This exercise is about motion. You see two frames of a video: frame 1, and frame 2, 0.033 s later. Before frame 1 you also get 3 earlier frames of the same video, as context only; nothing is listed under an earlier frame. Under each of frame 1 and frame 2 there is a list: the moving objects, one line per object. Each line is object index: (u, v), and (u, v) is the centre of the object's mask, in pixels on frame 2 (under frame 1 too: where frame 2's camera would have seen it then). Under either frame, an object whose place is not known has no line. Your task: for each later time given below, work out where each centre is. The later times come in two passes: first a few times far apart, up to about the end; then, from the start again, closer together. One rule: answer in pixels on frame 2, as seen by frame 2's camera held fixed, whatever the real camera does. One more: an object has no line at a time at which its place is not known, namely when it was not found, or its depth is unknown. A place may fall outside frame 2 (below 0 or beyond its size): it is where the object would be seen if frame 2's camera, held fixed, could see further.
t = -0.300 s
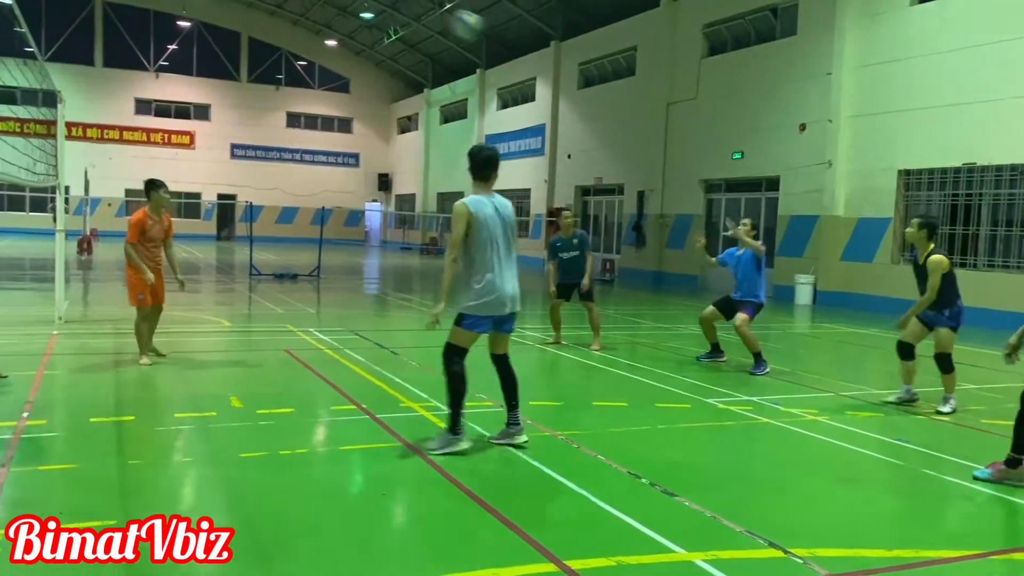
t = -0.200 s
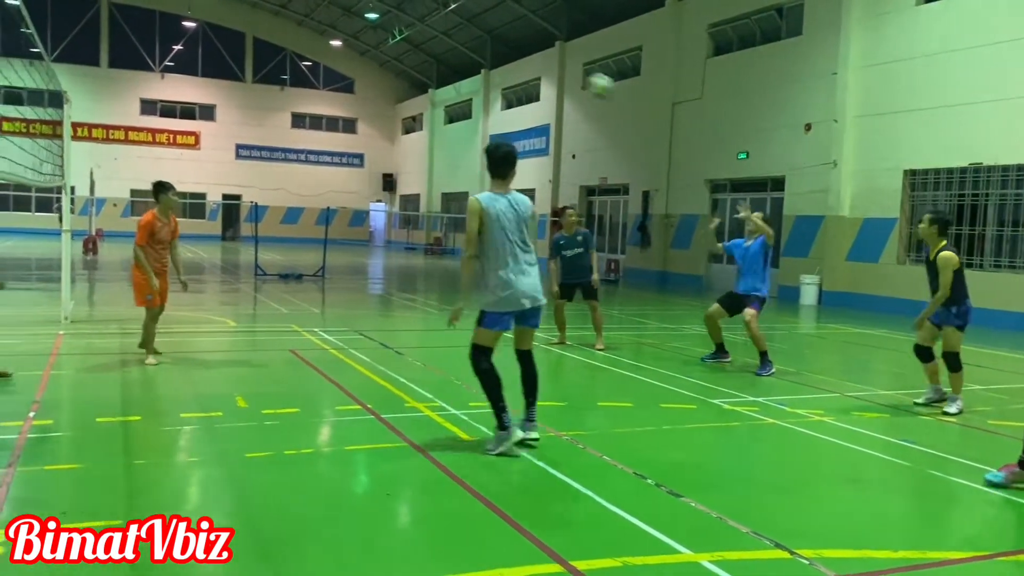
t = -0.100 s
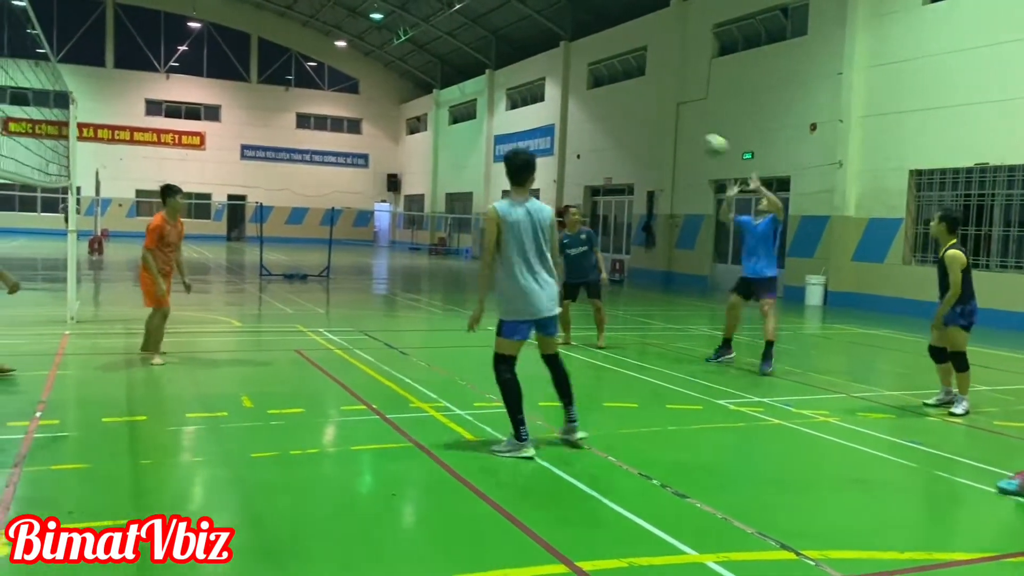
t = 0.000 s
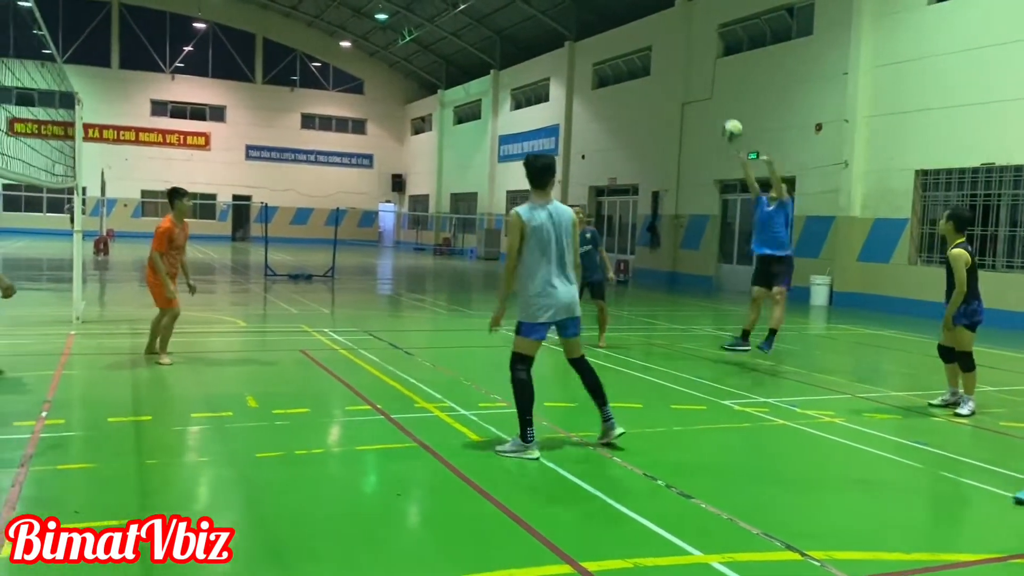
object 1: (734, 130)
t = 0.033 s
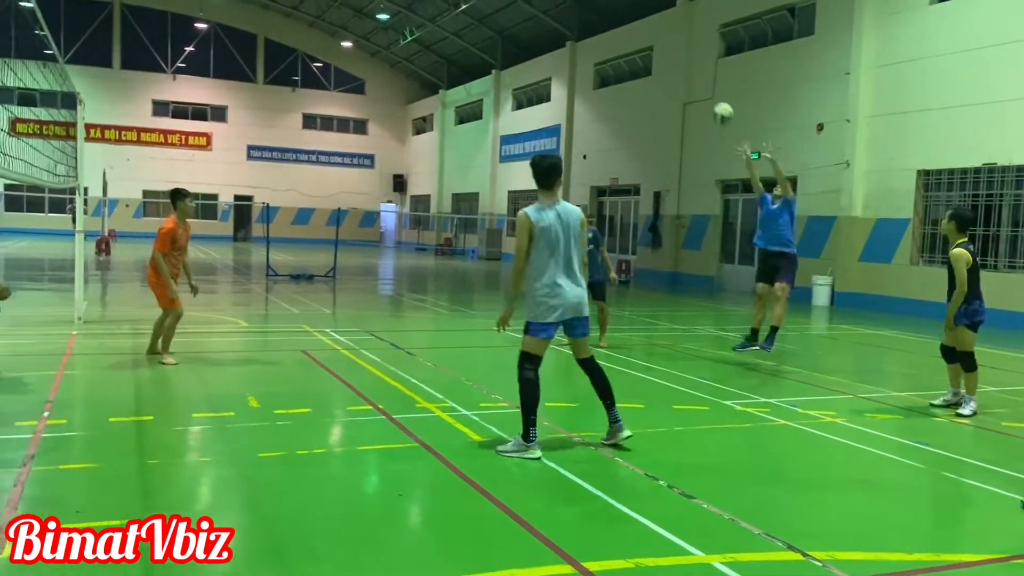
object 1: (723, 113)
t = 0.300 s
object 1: (639, 26)
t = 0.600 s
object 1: (546, 17)
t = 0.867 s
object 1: (465, 84)
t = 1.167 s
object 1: (382, 231)
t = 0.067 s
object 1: (713, 99)
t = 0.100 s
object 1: (702, 85)
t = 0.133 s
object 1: (691, 72)
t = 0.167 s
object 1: (681, 60)
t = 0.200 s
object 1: (671, 50)
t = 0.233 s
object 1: (660, 40)
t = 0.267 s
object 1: (649, 33)
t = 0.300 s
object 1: (639, 26)
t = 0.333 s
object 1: (629, 20)
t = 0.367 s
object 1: (618, 16)
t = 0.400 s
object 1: (608, 13)
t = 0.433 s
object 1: (597, 11)
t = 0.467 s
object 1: (587, 10)
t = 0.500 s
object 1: (577, 10)
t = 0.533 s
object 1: (566, 11)
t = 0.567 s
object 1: (556, 14)
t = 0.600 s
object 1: (546, 17)
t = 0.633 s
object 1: (536, 22)
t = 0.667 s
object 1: (525, 28)
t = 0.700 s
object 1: (515, 34)
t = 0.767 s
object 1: (495, 51)
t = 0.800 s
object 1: (485, 61)
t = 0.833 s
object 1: (475, 72)
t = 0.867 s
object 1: (465, 84)
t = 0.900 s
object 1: (457, 95)
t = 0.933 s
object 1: (447, 111)
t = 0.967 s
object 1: (437, 125)
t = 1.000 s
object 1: (428, 141)
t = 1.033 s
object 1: (419, 158)
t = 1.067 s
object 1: (410, 175)
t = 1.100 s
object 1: (400, 193)
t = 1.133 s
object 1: (391, 212)
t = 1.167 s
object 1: (382, 231)
